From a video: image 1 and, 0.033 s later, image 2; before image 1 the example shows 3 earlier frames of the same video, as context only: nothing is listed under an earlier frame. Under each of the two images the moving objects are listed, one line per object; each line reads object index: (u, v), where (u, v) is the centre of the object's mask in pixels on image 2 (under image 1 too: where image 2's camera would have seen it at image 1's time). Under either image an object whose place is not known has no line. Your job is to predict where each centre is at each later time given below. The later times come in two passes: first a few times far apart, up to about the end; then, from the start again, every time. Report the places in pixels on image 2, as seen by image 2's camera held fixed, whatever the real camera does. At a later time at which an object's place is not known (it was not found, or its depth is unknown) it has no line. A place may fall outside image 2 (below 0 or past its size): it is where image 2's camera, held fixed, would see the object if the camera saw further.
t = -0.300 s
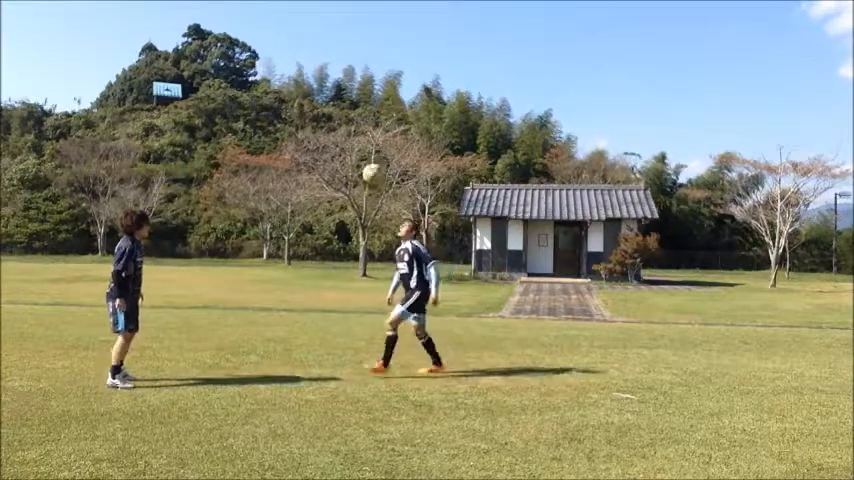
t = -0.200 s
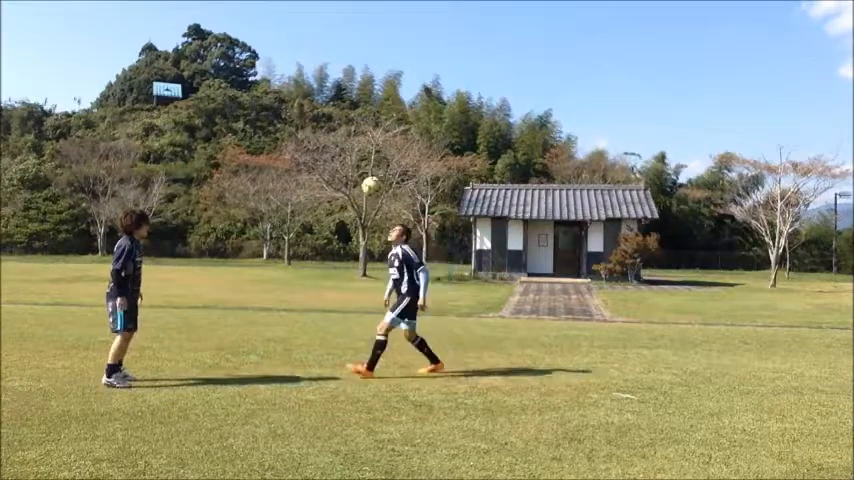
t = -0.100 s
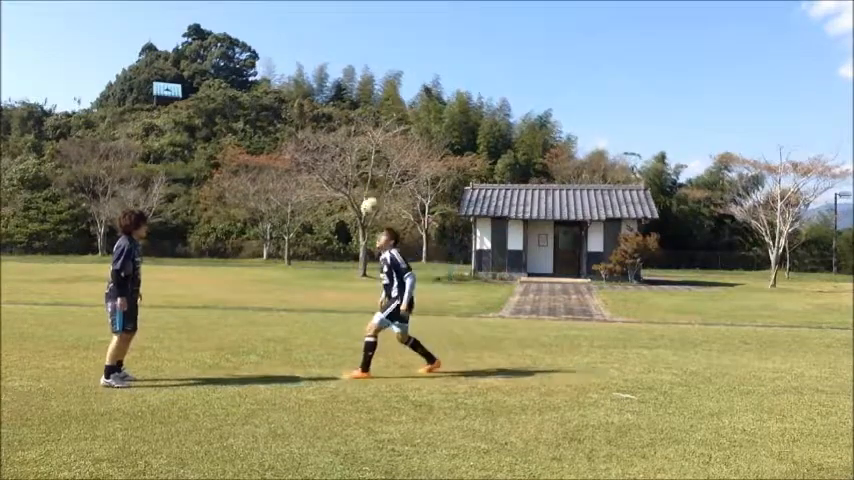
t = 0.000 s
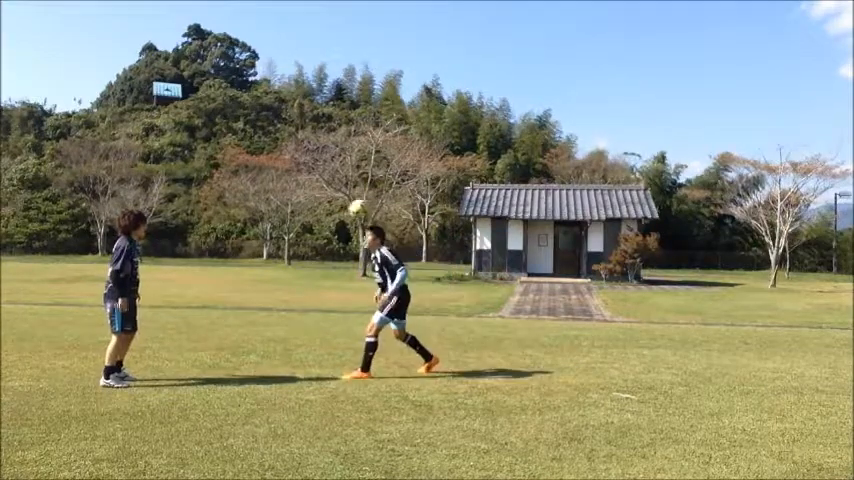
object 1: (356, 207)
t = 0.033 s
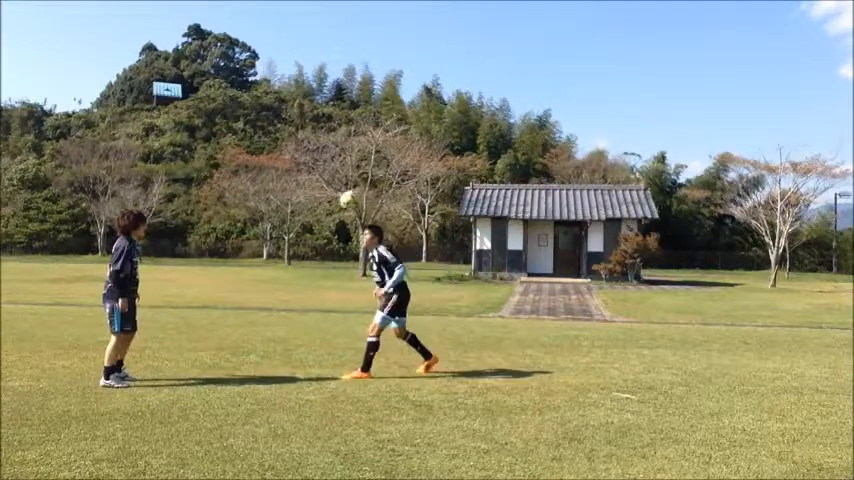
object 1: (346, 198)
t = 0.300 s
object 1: (274, 166)
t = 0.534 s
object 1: (208, 198)
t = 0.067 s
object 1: (337, 190)
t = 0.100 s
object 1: (329, 184)
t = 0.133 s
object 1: (324, 181)
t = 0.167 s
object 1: (311, 174)
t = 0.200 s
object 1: (302, 170)
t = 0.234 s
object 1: (292, 168)
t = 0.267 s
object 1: (283, 167)
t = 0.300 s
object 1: (274, 166)
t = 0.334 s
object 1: (266, 168)
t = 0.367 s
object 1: (257, 171)
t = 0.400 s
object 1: (247, 173)
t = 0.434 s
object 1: (237, 178)
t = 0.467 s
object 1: (228, 184)
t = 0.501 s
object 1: (218, 190)
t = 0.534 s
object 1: (208, 198)
